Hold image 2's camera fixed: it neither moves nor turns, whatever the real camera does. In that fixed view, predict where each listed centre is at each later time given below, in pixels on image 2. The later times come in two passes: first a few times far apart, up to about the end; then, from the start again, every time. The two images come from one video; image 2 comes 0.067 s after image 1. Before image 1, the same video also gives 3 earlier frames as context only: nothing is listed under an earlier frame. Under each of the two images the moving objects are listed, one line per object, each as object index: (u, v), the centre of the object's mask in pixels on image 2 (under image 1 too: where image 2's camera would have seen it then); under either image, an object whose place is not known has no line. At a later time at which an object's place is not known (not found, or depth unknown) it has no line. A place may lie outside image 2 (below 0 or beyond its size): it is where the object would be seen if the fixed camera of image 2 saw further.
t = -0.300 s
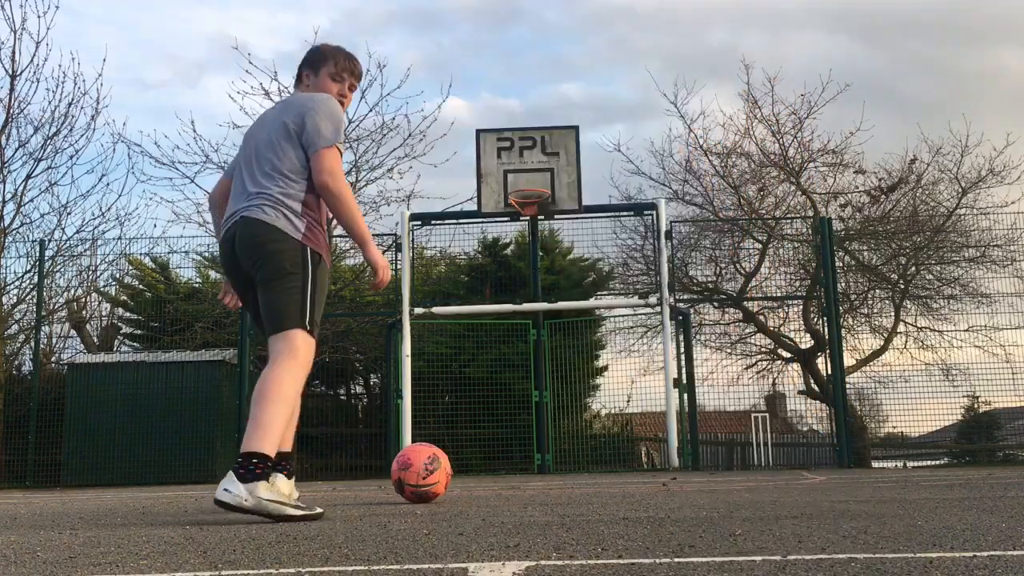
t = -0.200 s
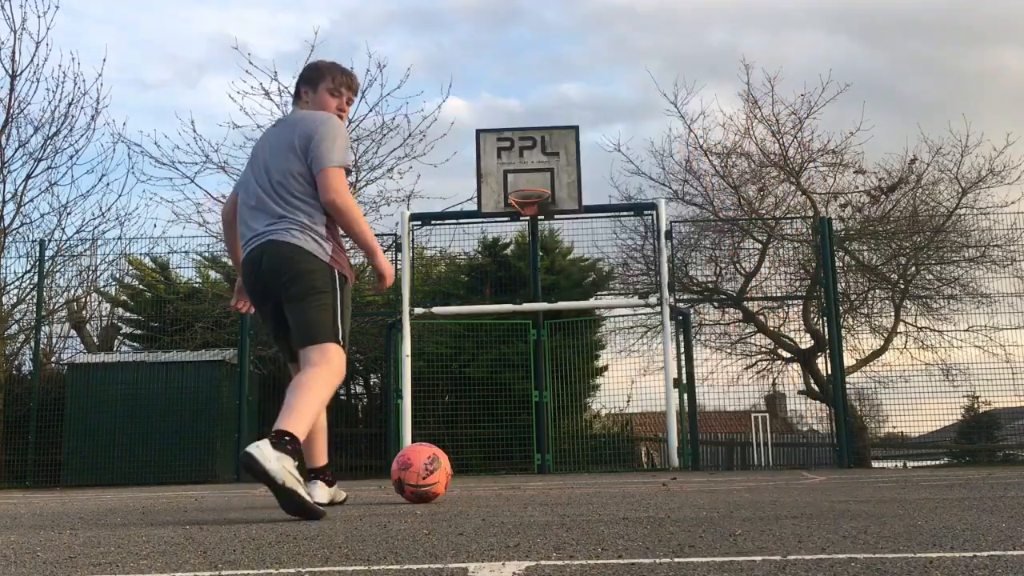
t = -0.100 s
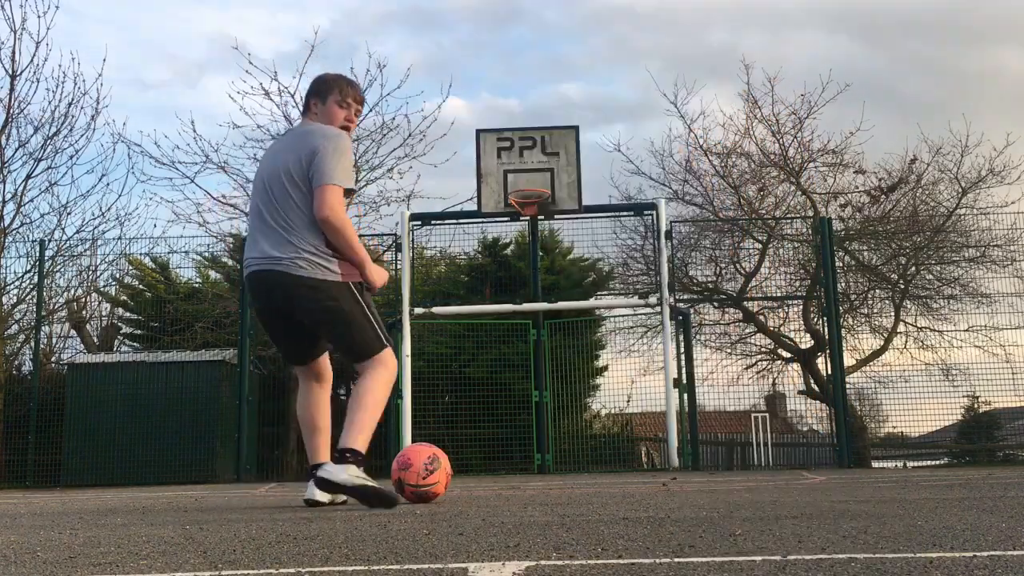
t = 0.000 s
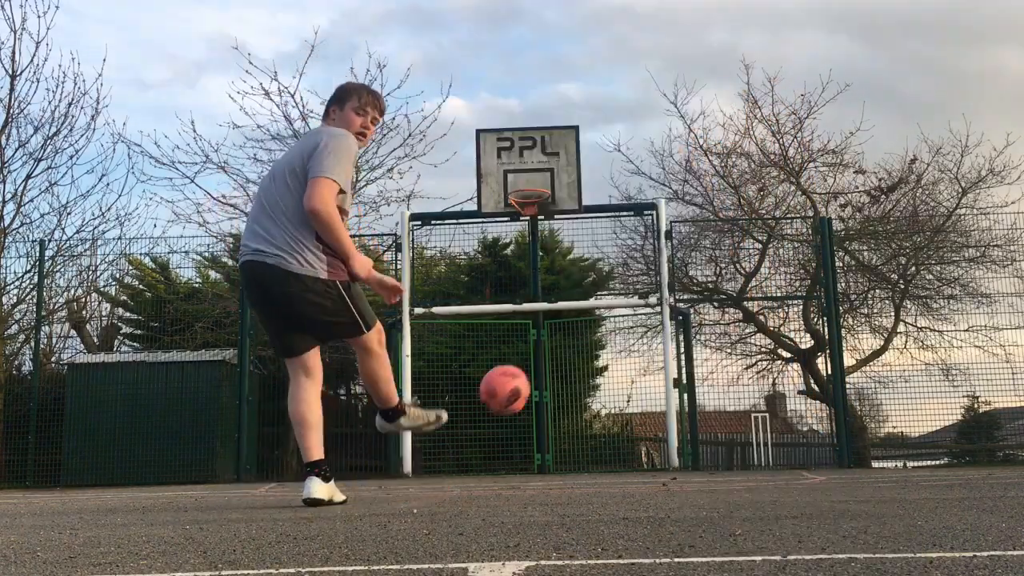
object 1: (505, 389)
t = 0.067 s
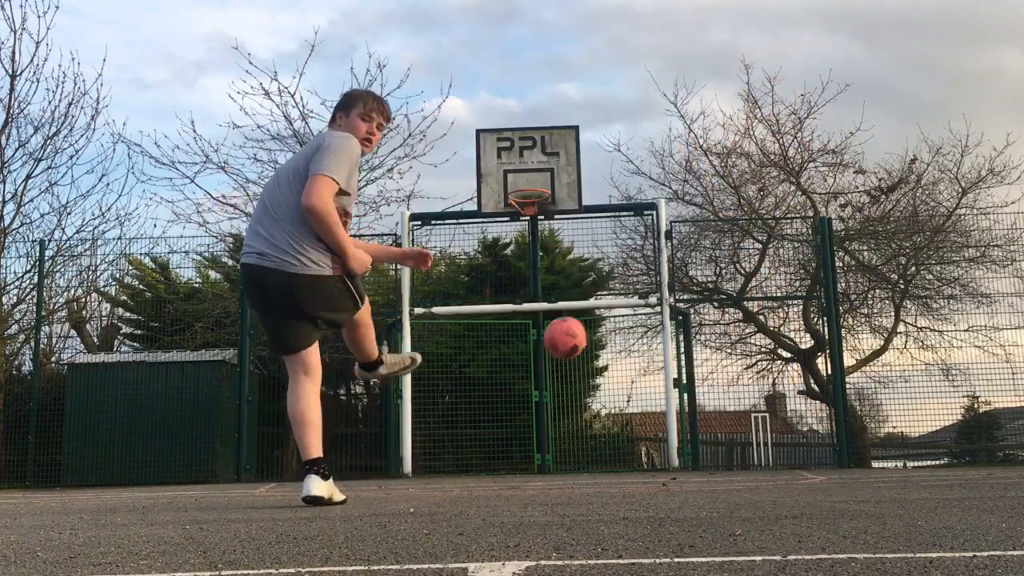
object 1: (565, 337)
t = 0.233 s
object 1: (660, 284)
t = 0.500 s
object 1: (747, 297)
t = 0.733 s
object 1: (796, 348)
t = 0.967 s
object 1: (854, 386)
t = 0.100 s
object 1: (588, 320)
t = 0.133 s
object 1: (609, 307)
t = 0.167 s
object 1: (628, 297)
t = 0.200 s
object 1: (645, 290)
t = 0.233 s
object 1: (660, 284)
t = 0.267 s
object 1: (674, 282)
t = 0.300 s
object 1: (686, 280)
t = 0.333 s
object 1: (698, 281)
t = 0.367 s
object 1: (709, 282)
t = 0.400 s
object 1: (719, 284)
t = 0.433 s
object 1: (730, 287)
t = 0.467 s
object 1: (739, 291)
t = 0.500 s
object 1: (747, 297)
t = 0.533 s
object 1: (755, 302)
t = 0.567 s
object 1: (764, 308)
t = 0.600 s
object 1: (771, 315)
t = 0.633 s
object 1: (777, 323)
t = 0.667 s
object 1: (785, 330)
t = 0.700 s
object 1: (789, 338)
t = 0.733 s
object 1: (796, 348)
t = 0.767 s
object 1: (803, 356)
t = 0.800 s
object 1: (809, 360)
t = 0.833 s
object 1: (817, 364)
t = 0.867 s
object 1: (825, 367)
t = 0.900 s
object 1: (836, 372)
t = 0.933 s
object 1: (844, 378)
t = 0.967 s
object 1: (854, 386)
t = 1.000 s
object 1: (866, 393)
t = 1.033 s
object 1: (877, 403)
